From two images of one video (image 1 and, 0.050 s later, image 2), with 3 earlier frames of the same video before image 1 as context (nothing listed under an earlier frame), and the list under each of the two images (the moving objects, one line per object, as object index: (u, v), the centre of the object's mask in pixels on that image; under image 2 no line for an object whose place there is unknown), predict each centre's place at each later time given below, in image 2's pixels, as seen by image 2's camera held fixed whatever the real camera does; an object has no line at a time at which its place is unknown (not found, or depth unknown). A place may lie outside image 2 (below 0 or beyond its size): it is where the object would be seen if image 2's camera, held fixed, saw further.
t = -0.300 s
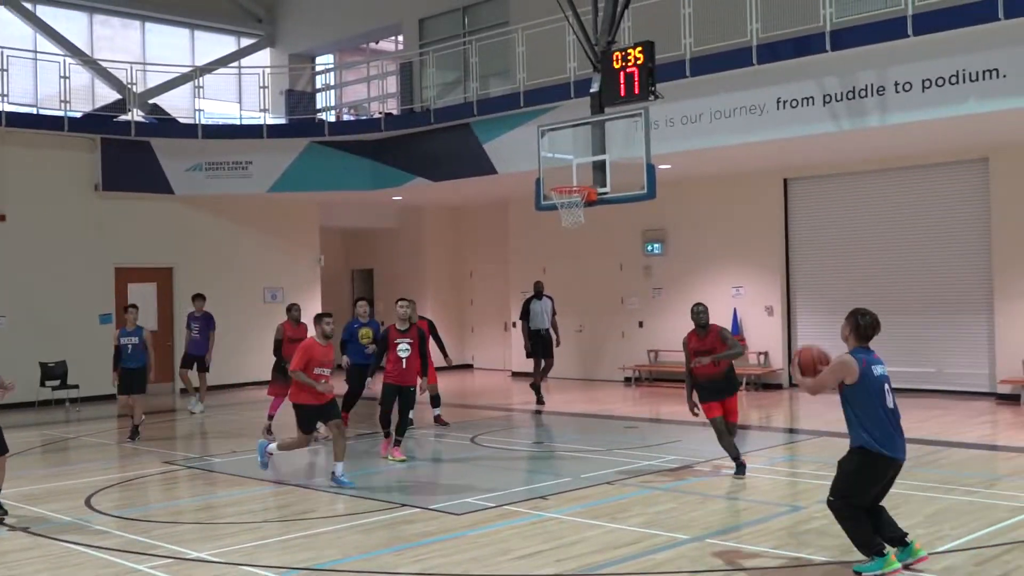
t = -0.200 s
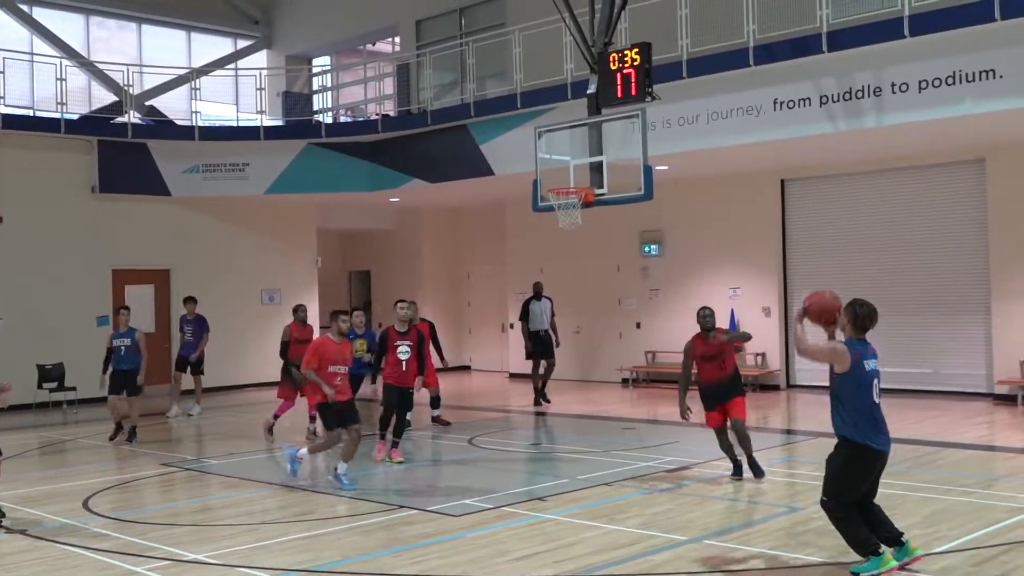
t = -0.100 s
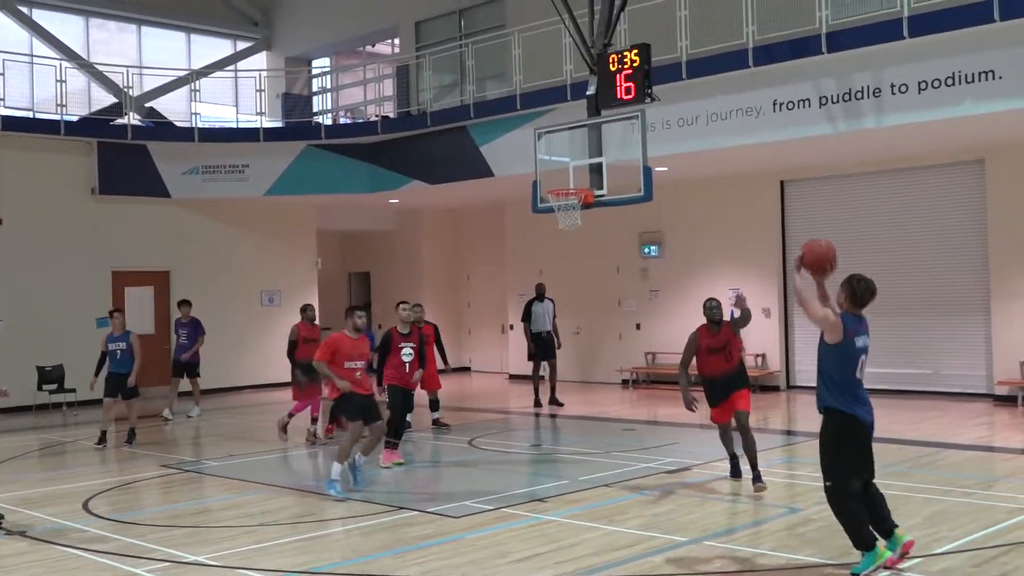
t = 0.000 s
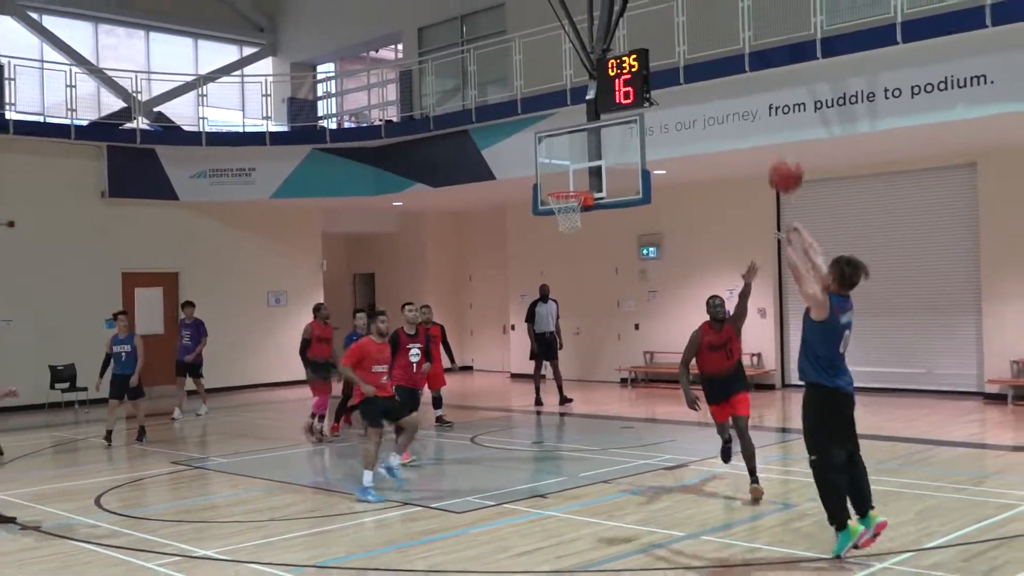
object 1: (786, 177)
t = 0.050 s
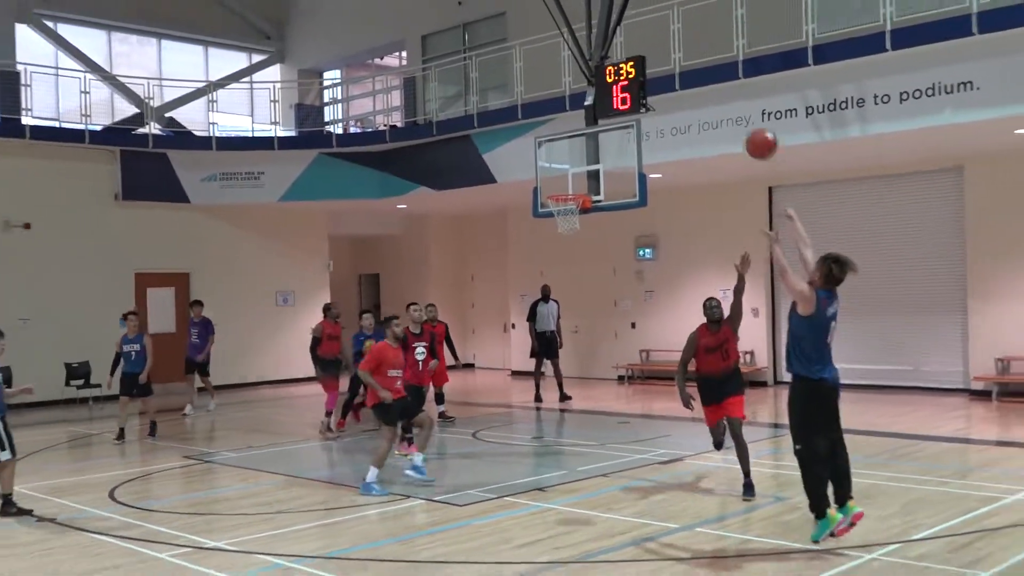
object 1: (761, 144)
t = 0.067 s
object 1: (757, 131)
